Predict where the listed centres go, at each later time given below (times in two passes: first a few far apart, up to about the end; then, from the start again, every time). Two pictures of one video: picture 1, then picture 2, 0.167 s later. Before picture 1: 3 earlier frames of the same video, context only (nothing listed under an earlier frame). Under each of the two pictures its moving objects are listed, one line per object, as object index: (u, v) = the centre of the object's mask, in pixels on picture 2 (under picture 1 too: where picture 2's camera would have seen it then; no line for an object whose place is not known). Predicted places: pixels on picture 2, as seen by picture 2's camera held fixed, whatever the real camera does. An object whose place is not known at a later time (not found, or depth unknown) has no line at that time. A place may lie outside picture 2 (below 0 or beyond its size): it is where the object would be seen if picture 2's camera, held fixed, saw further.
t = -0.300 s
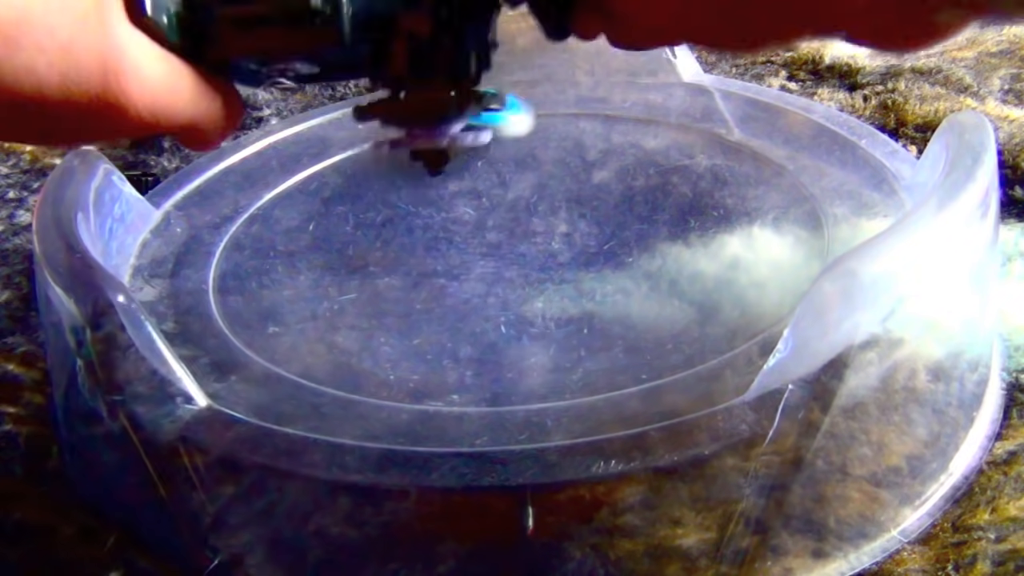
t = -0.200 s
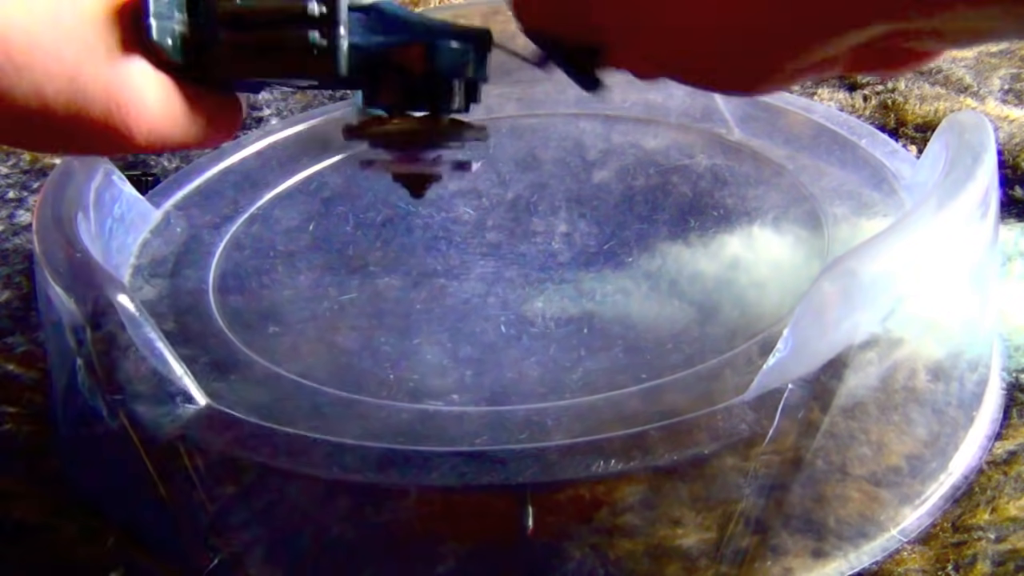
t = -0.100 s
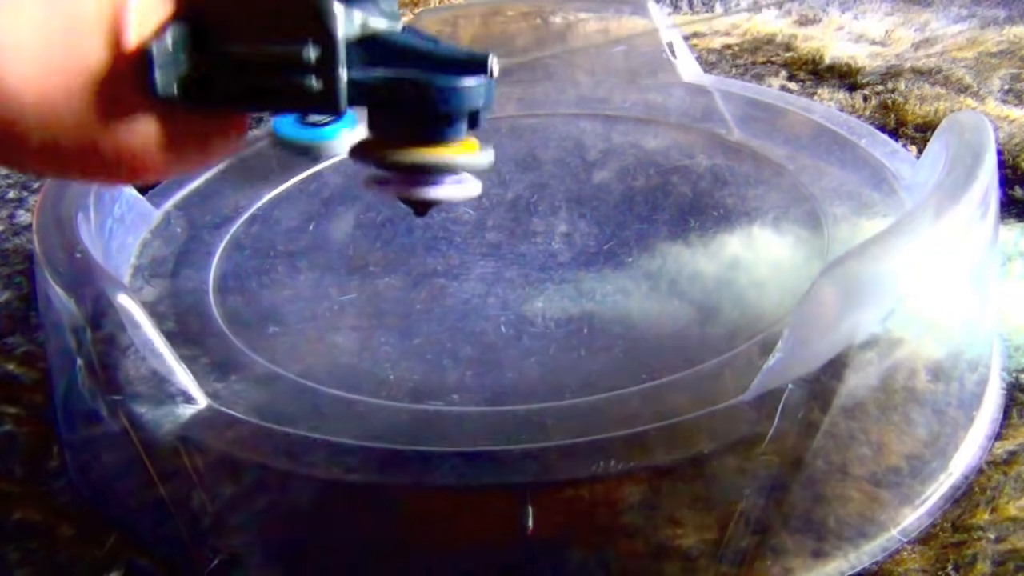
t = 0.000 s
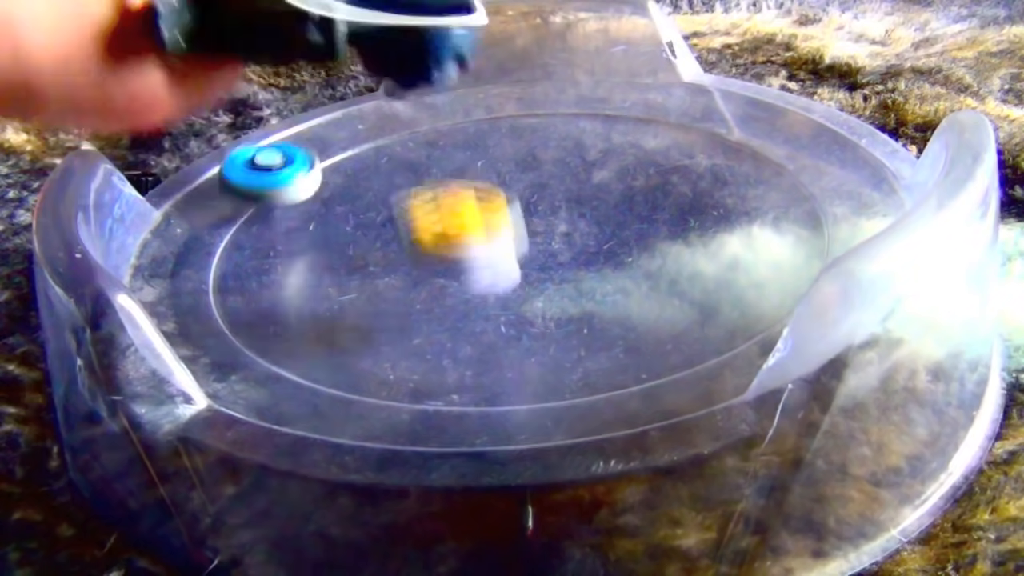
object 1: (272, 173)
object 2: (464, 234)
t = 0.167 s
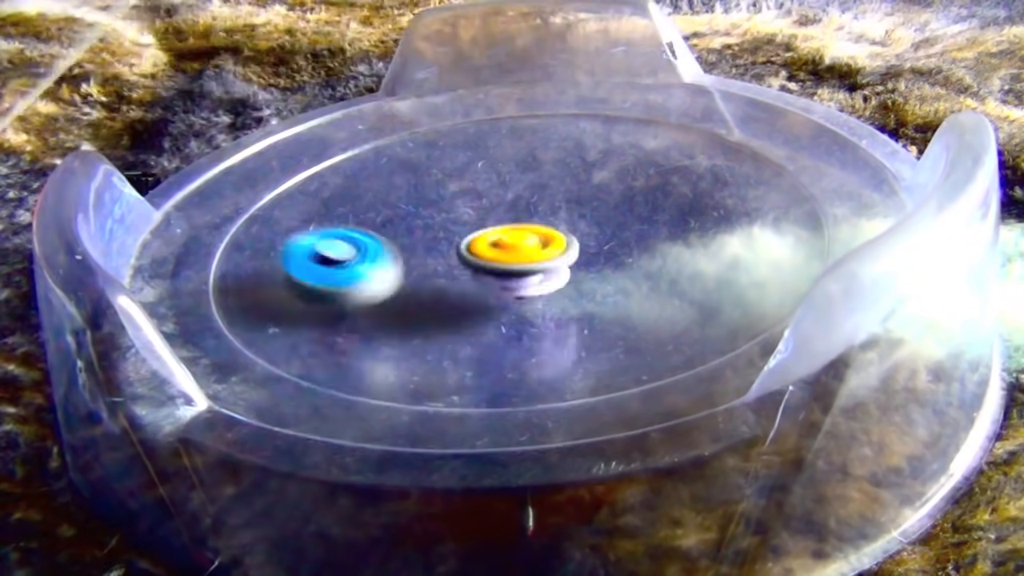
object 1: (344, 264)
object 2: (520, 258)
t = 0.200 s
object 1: (386, 279)
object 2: (521, 254)
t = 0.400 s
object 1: (676, 216)
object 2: (431, 213)
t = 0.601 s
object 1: (651, 85)
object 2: (284, 255)
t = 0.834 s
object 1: (475, 87)
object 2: (441, 325)
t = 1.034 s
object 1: (351, 177)
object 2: (639, 227)
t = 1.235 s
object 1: (490, 304)
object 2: (486, 140)
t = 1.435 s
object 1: (827, 192)
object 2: (288, 156)
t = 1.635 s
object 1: (805, 92)
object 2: (242, 252)
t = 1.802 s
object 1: (686, 79)
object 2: (416, 313)
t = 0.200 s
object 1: (386, 279)
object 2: (521, 254)
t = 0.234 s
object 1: (436, 286)
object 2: (520, 244)
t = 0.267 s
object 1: (490, 287)
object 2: (513, 231)
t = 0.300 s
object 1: (548, 279)
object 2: (494, 225)
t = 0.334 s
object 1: (598, 263)
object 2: (478, 221)
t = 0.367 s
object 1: (643, 242)
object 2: (457, 216)
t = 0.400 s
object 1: (676, 216)
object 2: (431, 213)
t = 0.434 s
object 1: (699, 190)
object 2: (404, 214)
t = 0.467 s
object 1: (708, 164)
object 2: (375, 217)
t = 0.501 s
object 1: (707, 138)
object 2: (348, 223)
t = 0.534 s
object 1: (697, 116)
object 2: (321, 231)
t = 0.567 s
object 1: (678, 97)
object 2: (299, 242)
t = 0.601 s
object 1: (651, 85)
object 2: (284, 255)
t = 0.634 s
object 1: (626, 76)
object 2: (276, 269)
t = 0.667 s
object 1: (598, 75)
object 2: (278, 284)
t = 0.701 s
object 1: (570, 76)
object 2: (289, 298)
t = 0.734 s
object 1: (544, 77)
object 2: (312, 309)
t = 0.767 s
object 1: (520, 79)
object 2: (348, 317)
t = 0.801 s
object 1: (497, 82)
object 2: (391, 323)
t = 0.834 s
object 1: (475, 87)
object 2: (441, 325)
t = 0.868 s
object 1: (451, 94)
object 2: (497, 320)
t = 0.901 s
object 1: (426, 109)
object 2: (550, 307)
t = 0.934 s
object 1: (403, 121)
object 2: (589, 292)
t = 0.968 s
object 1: (383, 136)
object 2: (619, 270)
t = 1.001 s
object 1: (366, 155)
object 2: (634, 249)
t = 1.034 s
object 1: (351, 177)
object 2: (639, 227)
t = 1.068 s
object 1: (343, 202)
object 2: (631, 206)
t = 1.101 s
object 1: (344, 229)
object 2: (613, 188)
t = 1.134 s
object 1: (363, 251)
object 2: (591, 171)
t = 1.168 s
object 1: (391, 275)
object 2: (558, 158)
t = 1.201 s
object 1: (434, 294)
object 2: (523, 147)
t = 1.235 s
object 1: (490, 304)
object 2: (486, 140)
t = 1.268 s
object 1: (554, 305)
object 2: (446, 135)
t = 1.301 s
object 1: (624, 296)
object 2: (409, 133)
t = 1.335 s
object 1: (688, 276)
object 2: (375, 134)
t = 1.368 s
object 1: (754, 251)
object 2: (340, 138)
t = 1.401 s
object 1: (797, 222)
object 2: (308, 144)
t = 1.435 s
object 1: (827, 192)
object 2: (288, 156)
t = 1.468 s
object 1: (834, 169)
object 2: (269, 173)
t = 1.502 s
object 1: (839, 147)
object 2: (254, 188)
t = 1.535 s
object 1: (839, 129)
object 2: (242, 204)
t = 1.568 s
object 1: (834, 112)
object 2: (235, 219)
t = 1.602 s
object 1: (824, 100)
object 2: (235, 236)
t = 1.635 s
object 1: (805, 92)
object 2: (242, 252)
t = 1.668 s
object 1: (784, 86)
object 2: (258, 268)
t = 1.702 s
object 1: (761, 82)
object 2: (283, 284)
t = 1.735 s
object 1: (738, 79)
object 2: (319, 297)
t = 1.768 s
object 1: (712, 78)
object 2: (364, 307)
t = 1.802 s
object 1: (686, 79)
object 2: (416, 313)
